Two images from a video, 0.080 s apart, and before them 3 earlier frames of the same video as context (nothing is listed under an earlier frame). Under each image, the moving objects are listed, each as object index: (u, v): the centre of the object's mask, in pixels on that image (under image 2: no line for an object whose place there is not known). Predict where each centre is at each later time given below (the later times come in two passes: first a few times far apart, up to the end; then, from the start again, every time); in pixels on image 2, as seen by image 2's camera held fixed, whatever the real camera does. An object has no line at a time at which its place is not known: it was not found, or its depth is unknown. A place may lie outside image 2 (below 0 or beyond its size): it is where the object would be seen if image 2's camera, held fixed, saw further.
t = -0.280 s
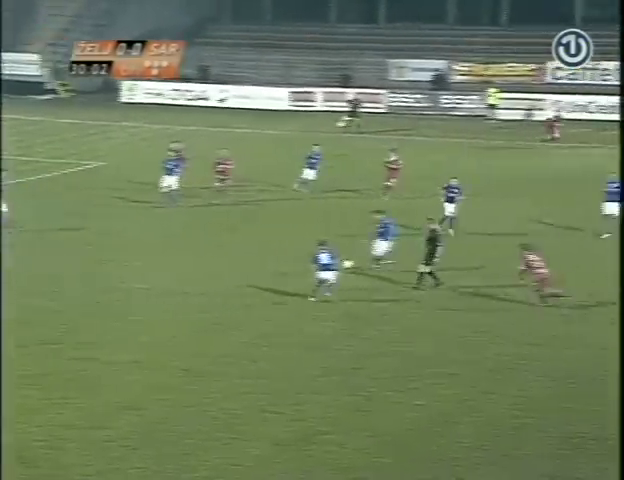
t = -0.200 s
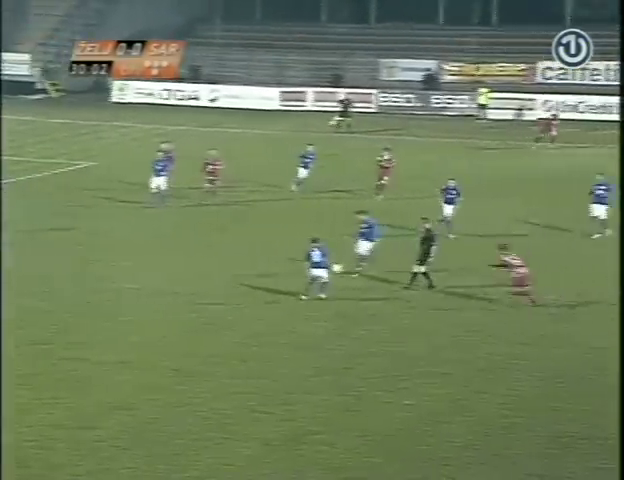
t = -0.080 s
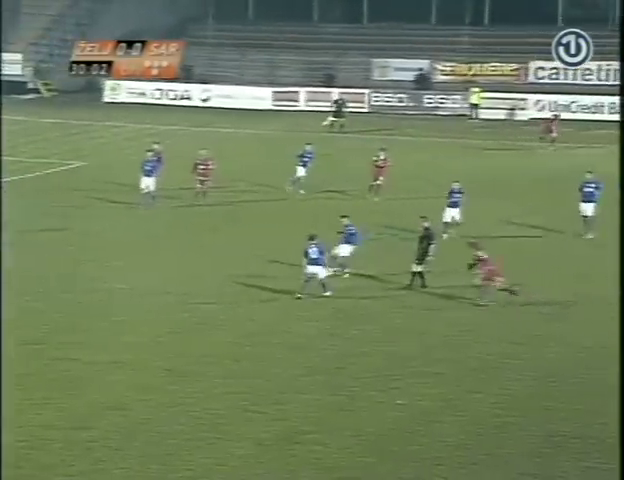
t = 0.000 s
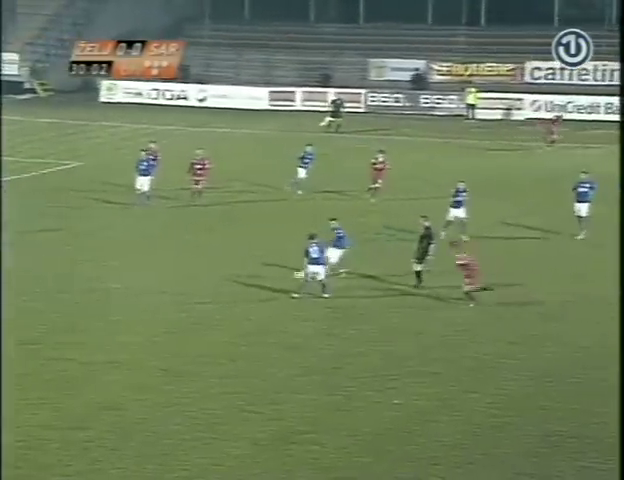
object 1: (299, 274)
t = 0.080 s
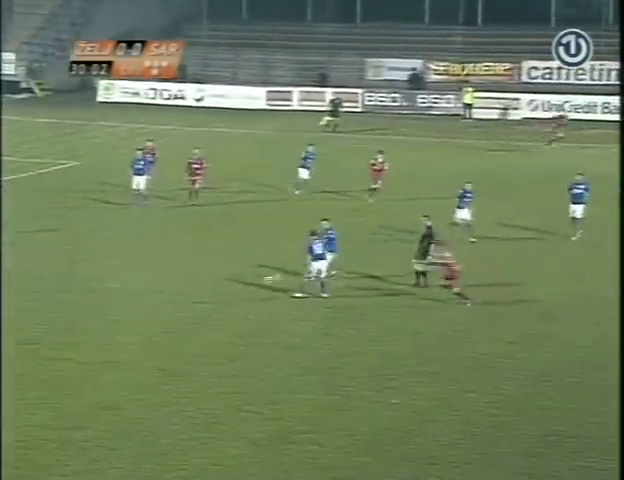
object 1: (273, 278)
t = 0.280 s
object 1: (207, 299)
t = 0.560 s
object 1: (114, 324)
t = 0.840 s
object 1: (26, 353)
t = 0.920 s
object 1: (3, 358)
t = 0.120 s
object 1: (262, 282)
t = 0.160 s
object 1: (247, 288)
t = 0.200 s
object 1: (234, 294)
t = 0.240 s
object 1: (220, 298)
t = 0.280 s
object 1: (207, 299)
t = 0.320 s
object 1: (194, 301)
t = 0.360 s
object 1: (180, 305)
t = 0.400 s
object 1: (167, 307)
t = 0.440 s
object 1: (153, 313)
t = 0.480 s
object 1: (140, 318)
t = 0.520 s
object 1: (126, 323)
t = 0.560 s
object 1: (114, 324)
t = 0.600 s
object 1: (102, 326)
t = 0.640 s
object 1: (89, 328)
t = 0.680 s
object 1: (77, 331)
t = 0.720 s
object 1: (64, 335)
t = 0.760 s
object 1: (51, 340)
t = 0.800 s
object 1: (40, 345)
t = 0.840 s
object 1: (26, 353)
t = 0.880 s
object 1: (14, 356)
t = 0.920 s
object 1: (3, 358)
